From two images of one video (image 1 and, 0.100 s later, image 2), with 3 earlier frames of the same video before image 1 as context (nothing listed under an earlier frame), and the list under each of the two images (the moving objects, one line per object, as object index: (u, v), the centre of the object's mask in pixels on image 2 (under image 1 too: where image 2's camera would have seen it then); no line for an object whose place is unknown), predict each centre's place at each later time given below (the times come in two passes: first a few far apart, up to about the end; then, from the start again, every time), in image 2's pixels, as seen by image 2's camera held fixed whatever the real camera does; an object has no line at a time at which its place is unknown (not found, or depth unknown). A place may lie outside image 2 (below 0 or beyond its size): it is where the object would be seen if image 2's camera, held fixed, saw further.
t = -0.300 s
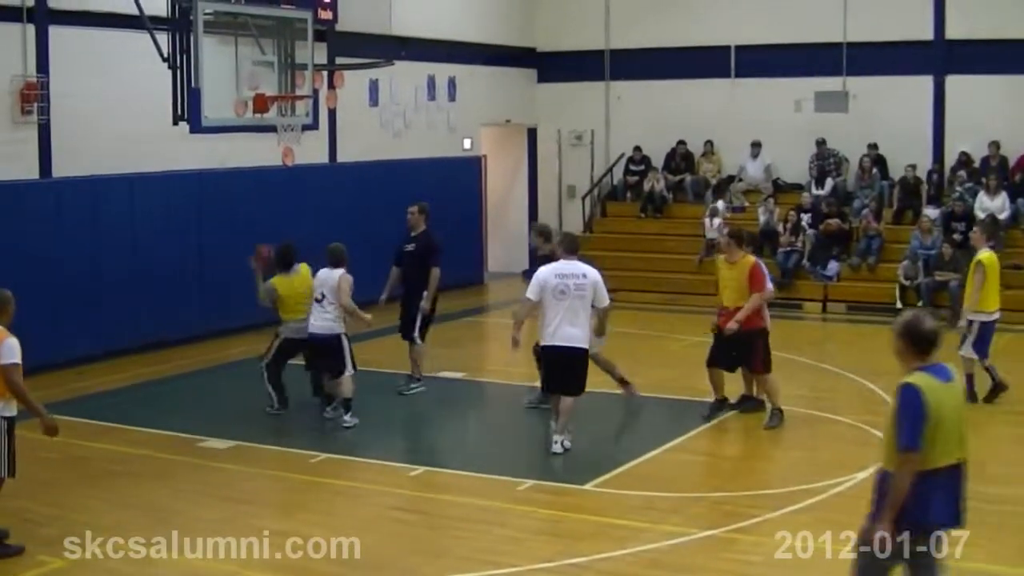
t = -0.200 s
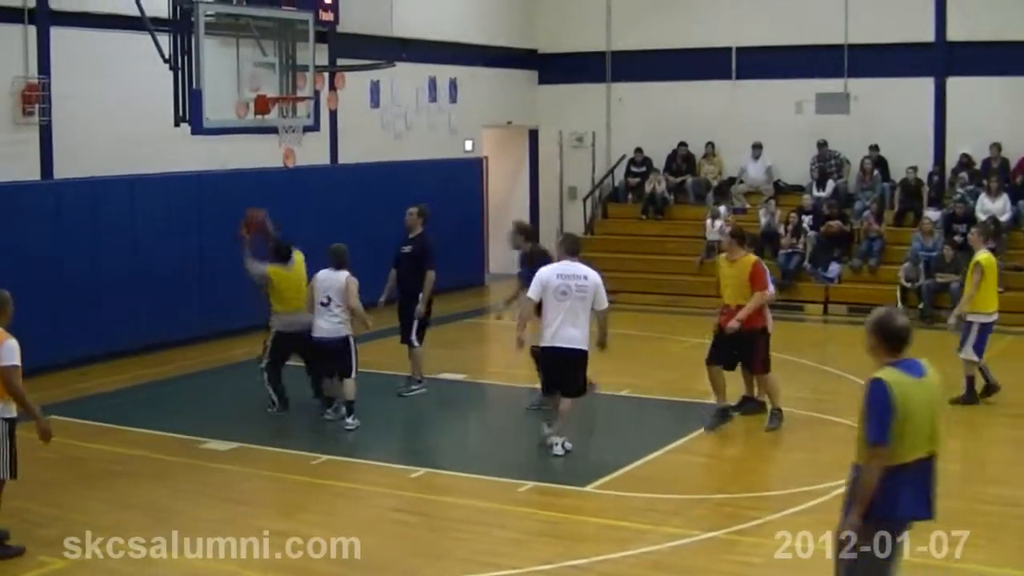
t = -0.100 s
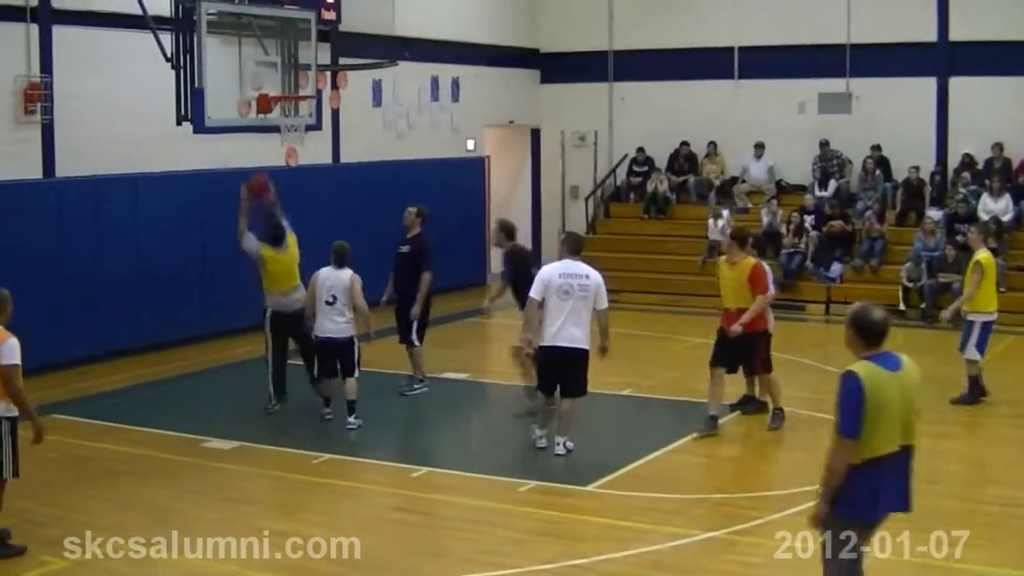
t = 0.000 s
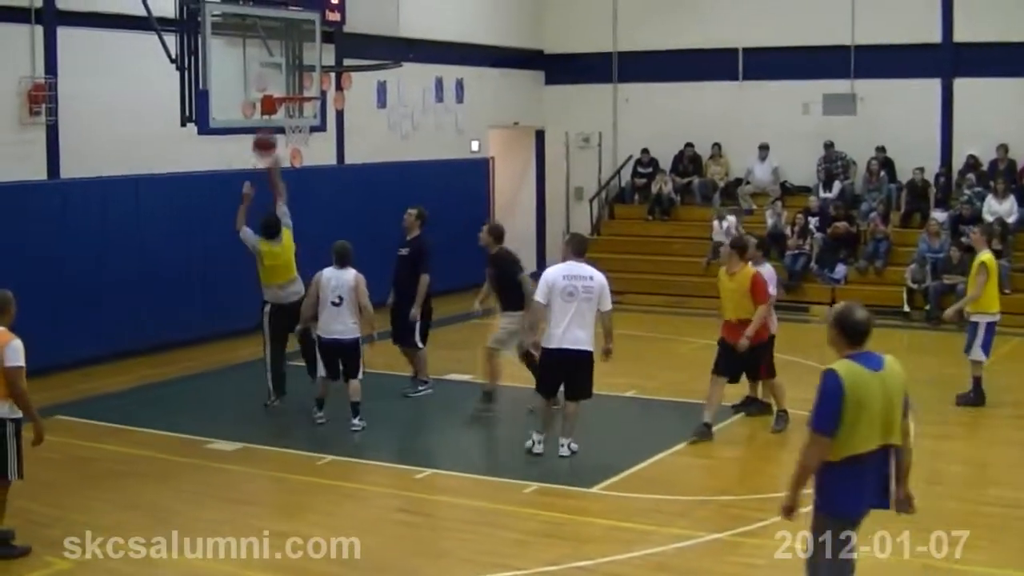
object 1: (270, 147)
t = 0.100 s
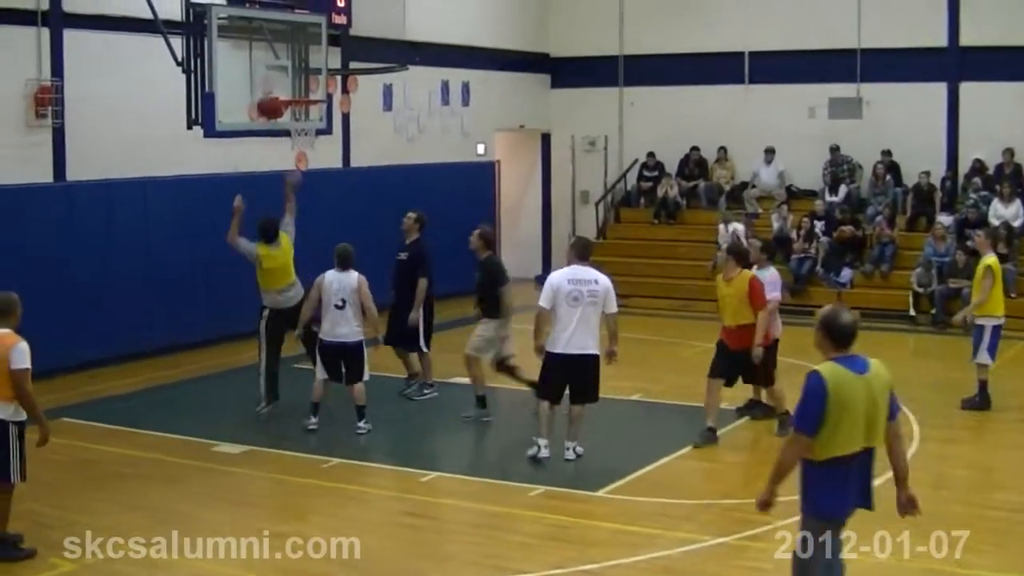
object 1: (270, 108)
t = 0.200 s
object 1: (268, 79)
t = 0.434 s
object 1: (290, 69)
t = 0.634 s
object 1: (310, 97)
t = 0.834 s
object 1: (298, 128)
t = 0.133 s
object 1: (268, 95)
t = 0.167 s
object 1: (268, 86)
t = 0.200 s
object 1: (268, 79)
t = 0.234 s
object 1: (267, 73)
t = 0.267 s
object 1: (267, 66)
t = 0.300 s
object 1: (271, 64)
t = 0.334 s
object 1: (275, 64)
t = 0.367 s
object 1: (281, 65)
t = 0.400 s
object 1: (286, 67)
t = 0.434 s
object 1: (290, 69)
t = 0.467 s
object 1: (298, 73)
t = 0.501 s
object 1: (304, 78)
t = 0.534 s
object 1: (308, 84)
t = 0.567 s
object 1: (313, 91)
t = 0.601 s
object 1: (313, 92)
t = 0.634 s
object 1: (310, 97)
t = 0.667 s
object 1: (301, 106)
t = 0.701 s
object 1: (295, 112)
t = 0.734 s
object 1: (294, 115)
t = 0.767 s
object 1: (296, 115)
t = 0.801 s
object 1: (296, 122)
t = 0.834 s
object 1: (298, 128)
